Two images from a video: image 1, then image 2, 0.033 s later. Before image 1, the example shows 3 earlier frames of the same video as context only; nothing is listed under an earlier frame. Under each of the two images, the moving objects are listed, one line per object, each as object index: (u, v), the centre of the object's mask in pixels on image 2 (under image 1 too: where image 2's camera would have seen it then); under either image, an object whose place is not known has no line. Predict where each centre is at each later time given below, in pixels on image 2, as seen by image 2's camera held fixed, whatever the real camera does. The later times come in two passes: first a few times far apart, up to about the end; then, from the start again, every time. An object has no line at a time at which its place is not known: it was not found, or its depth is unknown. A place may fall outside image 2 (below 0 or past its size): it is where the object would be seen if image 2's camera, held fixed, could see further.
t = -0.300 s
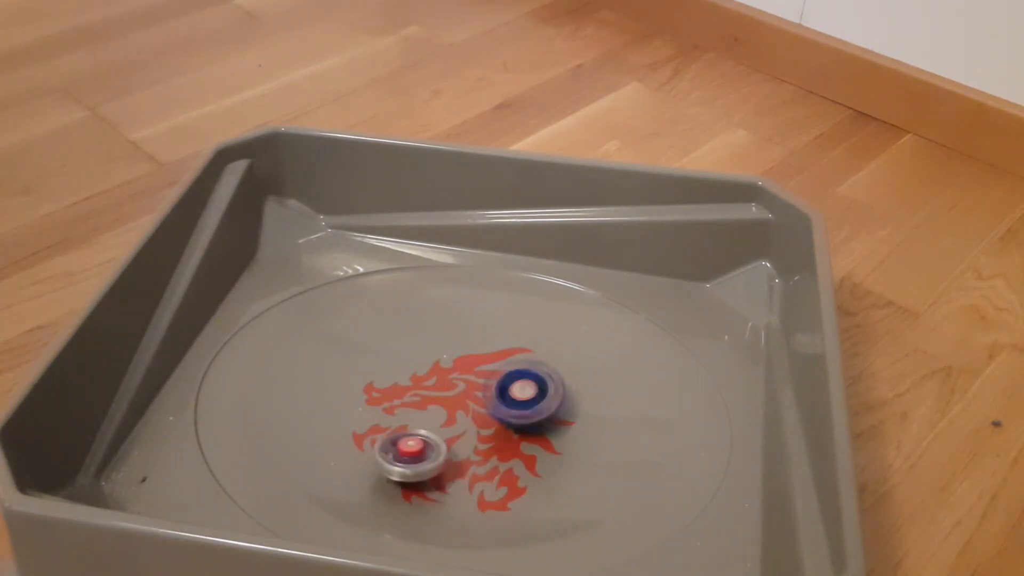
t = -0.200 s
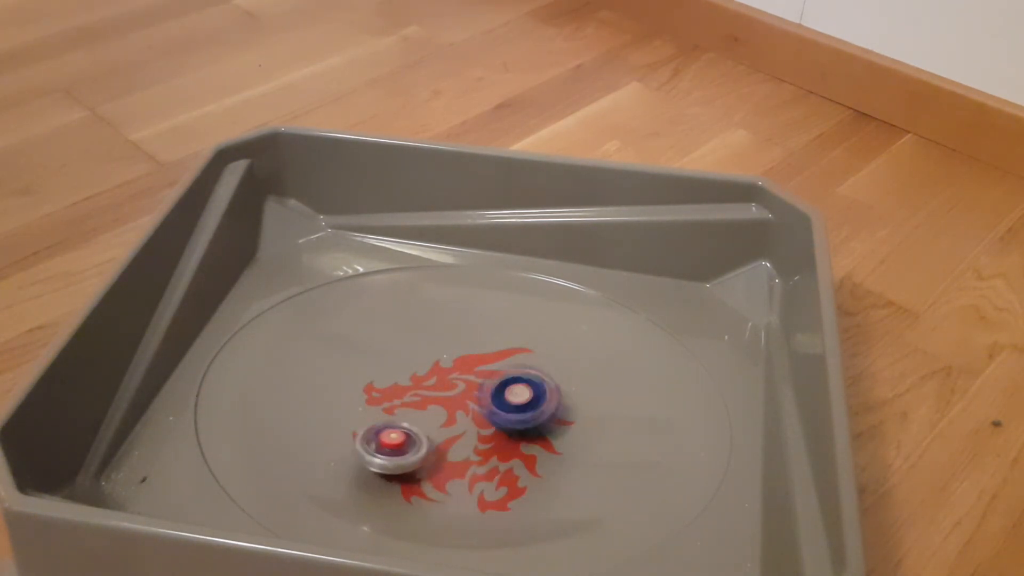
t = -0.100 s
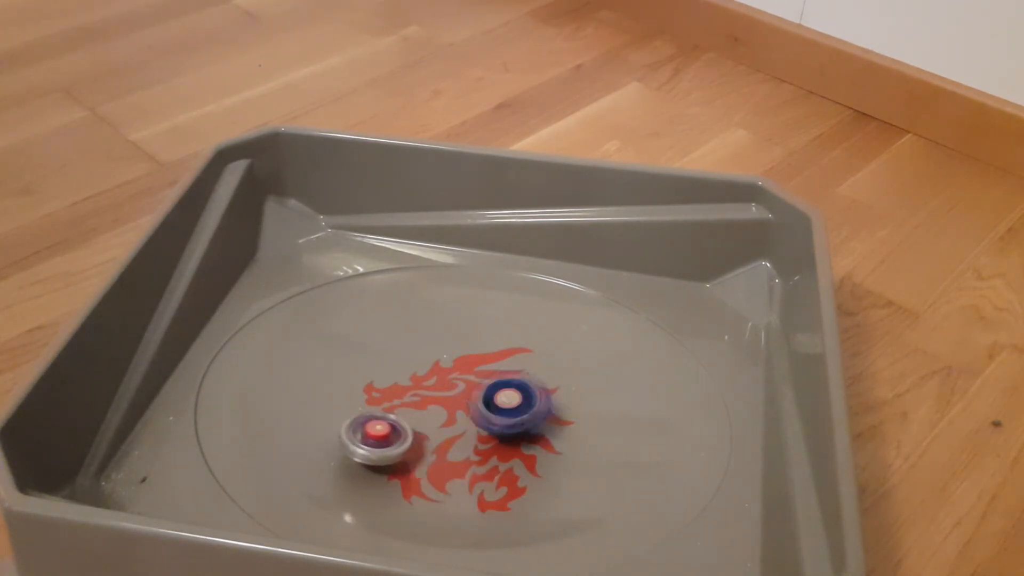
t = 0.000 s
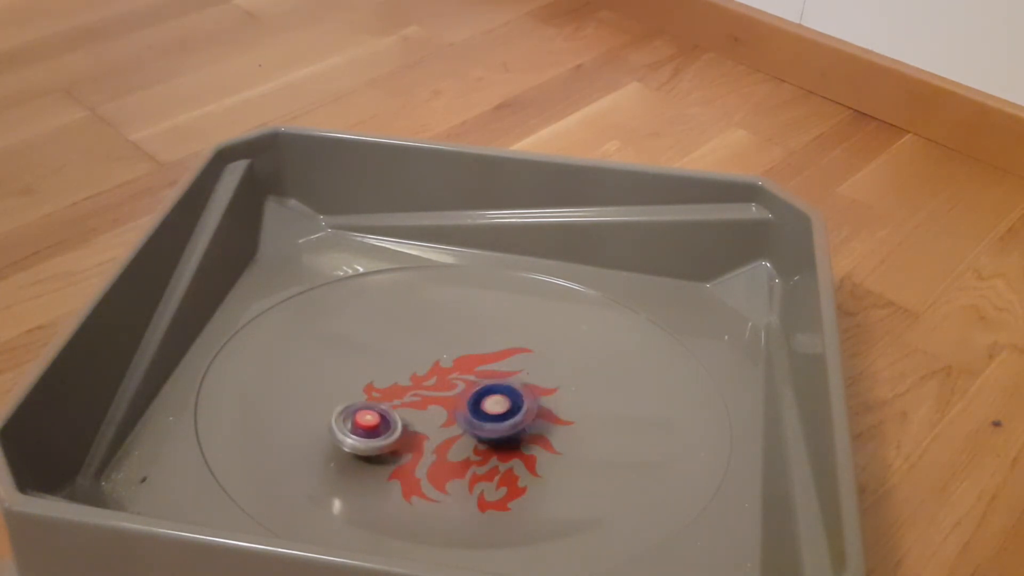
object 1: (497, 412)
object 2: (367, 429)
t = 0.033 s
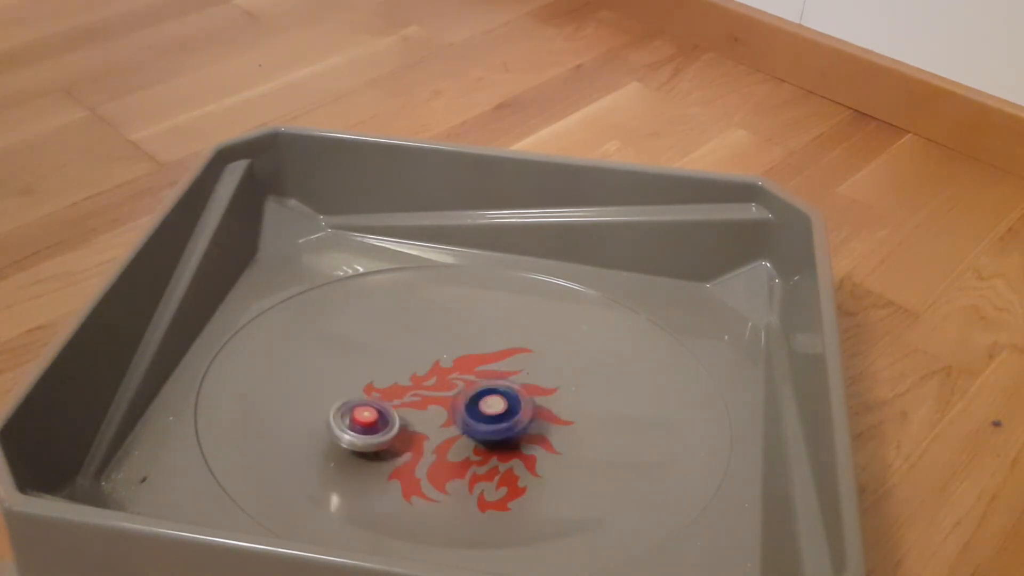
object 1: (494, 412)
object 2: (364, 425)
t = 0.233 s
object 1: (465, 423)
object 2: (361, 400)
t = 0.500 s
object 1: (434, 426)
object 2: (382, 372)
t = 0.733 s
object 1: (415, 417)
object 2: (422, 357)
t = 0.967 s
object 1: (414, 402)
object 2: (463, 358)
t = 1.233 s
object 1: (433, 385)
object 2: (507, 368)
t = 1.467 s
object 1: (457, 378)
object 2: (529, 384)
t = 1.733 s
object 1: (471, 373)
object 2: (538, 410)
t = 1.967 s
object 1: (466, 373)
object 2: (516, 437)
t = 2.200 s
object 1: (462, 385)
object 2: (491, 457)
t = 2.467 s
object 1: (462, 391)
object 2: (448, 465)
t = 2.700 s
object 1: (464, 361)
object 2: (422, 443)
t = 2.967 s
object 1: (443, 357)
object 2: (389, 412)
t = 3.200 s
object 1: (461, 374)
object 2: (377, 393)
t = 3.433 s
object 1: (481, 398)
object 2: (409, 380)
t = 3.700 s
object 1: (474, 424)
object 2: (448, 360)
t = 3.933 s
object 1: (454, 415)
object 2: (484, 361)
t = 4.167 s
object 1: (454, 400)
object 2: (523, 373)
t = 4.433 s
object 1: (453, 411)
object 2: (541, 391)
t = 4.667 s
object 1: (459, 429)
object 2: (531, 418)
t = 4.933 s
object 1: (436, 429)
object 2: (520, 444)
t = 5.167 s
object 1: (430, 419)
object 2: (510, 457)
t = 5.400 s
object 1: (418, 414)
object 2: (472, 460)
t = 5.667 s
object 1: (411, 381)
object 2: (438, 444)
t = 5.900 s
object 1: (450, 350)
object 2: (414, 424)
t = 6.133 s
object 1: (486, 346)
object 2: (411, 396)
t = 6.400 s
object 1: (522, 391)
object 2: (436, 366)
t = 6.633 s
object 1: (537, 405)
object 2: (464, 361)
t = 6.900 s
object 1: (529, 417)
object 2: (503, 370)
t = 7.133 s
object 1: (513, 440)
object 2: (505, 372)
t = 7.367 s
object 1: (510, 449)
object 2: (504, 387)
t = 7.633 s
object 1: (507, 449)
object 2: (501, 391)
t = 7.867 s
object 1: (506, 448)
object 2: (481, 393)
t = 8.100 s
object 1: (504, 444)
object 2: (460, 392)
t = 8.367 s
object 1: (502, 441)
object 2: (440, 396)
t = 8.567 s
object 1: (503, 441)
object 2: (433, 402)
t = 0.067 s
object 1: (489, 413)
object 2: (362, 421)
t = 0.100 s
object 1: (485, 415)
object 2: (361, 417)
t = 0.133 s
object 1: (481, 418)
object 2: (360, 413)
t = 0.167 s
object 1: (477, 420)
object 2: (360, 409)
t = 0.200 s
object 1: (473, 422)
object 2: (361, 404)
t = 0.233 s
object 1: (465, 423)
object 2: (361, 400)
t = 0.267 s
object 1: (460, 423)
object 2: (362, 396)
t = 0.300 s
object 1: (455, 425)
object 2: (363, 392)
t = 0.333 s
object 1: (452, 425)
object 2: (364, 388)
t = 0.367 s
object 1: (447, 424)
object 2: (367, 384)
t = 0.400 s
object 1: (442, 425)
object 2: (370, 381)
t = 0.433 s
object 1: (440, 425)
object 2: (374, 378)
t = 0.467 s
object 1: (437, 426)
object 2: (378, 375)
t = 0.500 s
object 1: (434, 426)
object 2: (382, 372)
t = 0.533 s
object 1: (431, 425)
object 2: (387, 369)
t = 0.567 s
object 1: (429, 425)
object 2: (392, 366)
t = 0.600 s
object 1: (423, 422)
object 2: (398, 364)
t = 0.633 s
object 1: (420, 421)
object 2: (404, 361)
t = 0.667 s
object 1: (419, 420)
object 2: (409, 360)
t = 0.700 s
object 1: (417, 419)
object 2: (416, 358)
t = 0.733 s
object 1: (415, 417)
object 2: (422, 357)
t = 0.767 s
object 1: (413, 415)
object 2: (428, 356)
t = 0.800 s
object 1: (412, 412)
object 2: (434, 356)
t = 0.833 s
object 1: (410, 410)
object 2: (440, 356)
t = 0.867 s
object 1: (412, 408)
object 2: (445, 356)
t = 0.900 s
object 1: (411, 407)
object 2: (452, 357)
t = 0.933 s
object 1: (413, 404)
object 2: (457, 358)
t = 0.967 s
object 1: (414, 402)
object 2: (463, 358)
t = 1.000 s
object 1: (415, 400)
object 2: (469, 359)
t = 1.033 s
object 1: (418, 398)
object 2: (476, 360)
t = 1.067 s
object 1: (420, 395)
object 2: (483, 362)
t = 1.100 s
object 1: (423, 393)
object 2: (492, 364)
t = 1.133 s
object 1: (425, 391)
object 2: (494, 364)
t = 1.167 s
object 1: (428, 388)
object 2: (498, 364)
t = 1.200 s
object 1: (429, 387)
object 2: (502, 366)
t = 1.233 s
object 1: (433, 385)
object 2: (507, 368)
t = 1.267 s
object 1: (437, 384)
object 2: (511, 370)
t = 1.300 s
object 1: (439, 382)
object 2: (514, 371)
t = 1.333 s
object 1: (443, 381)
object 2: (517, 374)
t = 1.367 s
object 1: (446, 379)
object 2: (521, 376)
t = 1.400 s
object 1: (450, 379)
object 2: (524, 379)
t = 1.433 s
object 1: (454, 378)
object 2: (526, 381)
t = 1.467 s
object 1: (457, 378)
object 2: (529, 384)
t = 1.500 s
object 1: (461, 377)
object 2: (531, 387)
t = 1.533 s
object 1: (464, 377)
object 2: (532, 391)
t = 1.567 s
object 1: (467, 376)
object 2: (535, 394)
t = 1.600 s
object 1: (470, 375)
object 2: (537, 398)
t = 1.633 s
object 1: (471, 374)
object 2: (538, 401)
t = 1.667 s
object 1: (472, 374)
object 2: (539, 404)
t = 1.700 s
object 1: (471, 373)
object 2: (538, 407)
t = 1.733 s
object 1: (471, 373)
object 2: (538, 410)
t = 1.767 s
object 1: (472, 373)
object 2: (536, 413)
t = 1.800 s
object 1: (472, 372)
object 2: (533, 417)
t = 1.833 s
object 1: (472, 373)
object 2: (530, 420)
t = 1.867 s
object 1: (469, 372)
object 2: (527, 424)
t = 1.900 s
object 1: (467, 372)
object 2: (524, 428)
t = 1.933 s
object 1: (468, 373)
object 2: (520, 432)
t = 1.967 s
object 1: (466, 373)
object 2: (516, 437)
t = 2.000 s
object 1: (466, 374)
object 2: (512, 442)
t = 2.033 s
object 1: (465, 376)
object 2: (509, 447)
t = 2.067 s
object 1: (465, 377)
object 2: (505, 450)
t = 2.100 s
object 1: (463, 379)
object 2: (502, 453)
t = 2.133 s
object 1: (464, 380)
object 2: (498, 455)
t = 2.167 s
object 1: (463, 383)
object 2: (495, 457)
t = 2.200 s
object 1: (462, 385)
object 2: (491, 457)
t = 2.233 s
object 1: (461, 387)
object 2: (488, 458)
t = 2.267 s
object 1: (461, 389)
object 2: (484, 458)
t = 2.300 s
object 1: (459, 392)
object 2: (481, 458)
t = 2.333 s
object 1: (460, 394)
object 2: (476, 458)
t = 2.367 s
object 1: (458, 395)
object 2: (471, 458)
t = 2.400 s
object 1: (458, 396)
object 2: (464, 460)
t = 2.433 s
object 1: (462, 397)
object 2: (455, 463)
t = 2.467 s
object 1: (462, 391)
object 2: (448, 465)
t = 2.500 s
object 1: (463, 387)
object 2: (443, 465)
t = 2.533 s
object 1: (465, 383)
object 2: (439, 463)
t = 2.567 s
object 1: (467, 379)
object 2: (438, 460)
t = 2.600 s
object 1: (467, 375)
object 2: (435, 456)
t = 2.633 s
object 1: (466, 370)
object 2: (432, 452)
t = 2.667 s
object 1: (466, 365)
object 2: (428, 447)
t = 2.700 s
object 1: (464, 361)
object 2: (422, 443)
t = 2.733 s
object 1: (463, 357)
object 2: (417, 442)
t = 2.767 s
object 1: (460, 355)
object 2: (412, 437)
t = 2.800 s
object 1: (459, 353)
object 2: (406, 432)
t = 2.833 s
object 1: (456, 352)
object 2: (401, 428)
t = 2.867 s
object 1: (452, 351)
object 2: (397, 423)
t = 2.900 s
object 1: (447, 352)
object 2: (394, 418)
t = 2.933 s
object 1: (445, 355)
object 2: (391, 415)
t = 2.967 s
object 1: (443, 357)
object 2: (389, 412)
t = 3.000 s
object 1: (443, 359)
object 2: (387, 409)
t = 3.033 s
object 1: (441, 362)
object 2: (386, 406)
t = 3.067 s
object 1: (442, 364)
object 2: (386, 403)
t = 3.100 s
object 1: (445, 368)
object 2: (383, 399)
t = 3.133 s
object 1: (449, 370)
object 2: (379, 397)
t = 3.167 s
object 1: (454, 372)
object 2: (377, 394)
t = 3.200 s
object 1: (461, 374)
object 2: (377, 393)
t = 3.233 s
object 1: (464, 377)
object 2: (379, 391)
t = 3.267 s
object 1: (467, 380)
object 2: (383, 389)
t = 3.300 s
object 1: (471, 382)
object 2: (387, 386)
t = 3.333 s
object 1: (473, 384)
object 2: (392, 385)
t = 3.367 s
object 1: (478, 390)
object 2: (398, 384)
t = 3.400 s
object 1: (479, 394)
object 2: (404, 382)
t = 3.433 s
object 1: (481, 398)
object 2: (409, 380)
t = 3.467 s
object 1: (482, 403)
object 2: (415, 377)
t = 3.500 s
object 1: (482, 408)
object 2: (420, 373)
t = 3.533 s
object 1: (481, 413)
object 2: (425, 368)
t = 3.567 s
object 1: (482, 415)
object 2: (430, 366)
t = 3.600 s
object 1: (481, 419)
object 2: (434, 364)
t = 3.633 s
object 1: (480, 422)
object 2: (439, 364)
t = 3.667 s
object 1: (478, 423)
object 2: (443, 362)
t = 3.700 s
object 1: (474, 424)
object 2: (448, 360)
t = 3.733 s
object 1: (472, 424)
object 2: (453, 360)
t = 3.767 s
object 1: (467, 425)
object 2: (457, 360)
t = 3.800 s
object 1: (463, 424)
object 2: (462, 360)
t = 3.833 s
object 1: (459, 422)
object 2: (468, 360)
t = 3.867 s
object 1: (458, 421)
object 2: (473, 360)
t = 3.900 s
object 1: (457, 418)
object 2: (478, 359)
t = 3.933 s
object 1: (454, 415)
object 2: (484, 361)
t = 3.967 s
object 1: (455, 412)
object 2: (489, 364)
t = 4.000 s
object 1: (454, 410)
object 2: (493, 364)
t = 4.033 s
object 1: (455, 406)
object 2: (497, 365)
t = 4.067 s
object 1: (455, 404)
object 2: (502, 366)
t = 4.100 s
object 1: (457, 402)
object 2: (506, 368)
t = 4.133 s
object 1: (460, 400)
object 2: (512, 370)
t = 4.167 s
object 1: (454, 400)
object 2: (523, 373)
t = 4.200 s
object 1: (450, 400)
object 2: (529, 373)
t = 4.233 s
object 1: (446, 400)
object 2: (532, 374)
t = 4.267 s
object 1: (446, 400)
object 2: (535, 377)
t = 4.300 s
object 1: (448, 401)
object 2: (538, 380)
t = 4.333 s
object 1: (450, 400)
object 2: (541, 383)
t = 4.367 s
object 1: (451, 404)
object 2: (541, 385)
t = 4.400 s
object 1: (452, 408)
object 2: (541, 388)
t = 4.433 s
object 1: (453, 411)
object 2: (541, 391)
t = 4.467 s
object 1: (455, 414)
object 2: (541, 395)
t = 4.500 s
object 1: (456, 416)
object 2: (542, 398)
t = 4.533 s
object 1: (456, 417)
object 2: (539, 402)
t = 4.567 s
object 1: (459, 423)
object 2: (538, 407)
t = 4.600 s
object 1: (459, 426)
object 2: (536, 411)
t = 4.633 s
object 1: (459, 427)
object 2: (534, 414)
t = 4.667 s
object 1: (459, 429)
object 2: (531, 418)
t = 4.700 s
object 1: (458, 430)
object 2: (528, 422)
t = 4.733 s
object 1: (458, 431)
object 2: (527, 427)
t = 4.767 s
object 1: (453, 435)
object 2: (530, 430)
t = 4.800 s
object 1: (441, 433)
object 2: (532, 433)
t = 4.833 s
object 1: (438, 434)
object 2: (530, 438)
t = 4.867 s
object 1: (436, 433)
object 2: (529, 441)
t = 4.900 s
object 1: (436, 432)
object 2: (524, 443)
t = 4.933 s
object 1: (436, 429)
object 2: (520, 444)
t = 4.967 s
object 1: (439, 428)
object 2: (515, 447)
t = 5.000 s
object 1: (435, 425)
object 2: (517, 451)
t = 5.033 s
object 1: (430, 423)
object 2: (518, 454)
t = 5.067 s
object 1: (428, 420)
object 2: (518, 457)
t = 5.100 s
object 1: (422, 415)
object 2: (517, 458)
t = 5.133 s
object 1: (424, 415)
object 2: (514, 458)
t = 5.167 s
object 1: (430, 419)
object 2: (510, 457)
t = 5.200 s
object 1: (424, 419)
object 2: (505, 456)
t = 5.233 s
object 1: (421, 421)
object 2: (500, 455)
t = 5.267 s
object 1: (420, 422)
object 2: (495, 452)
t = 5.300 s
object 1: (421, 422)
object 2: (487, 451)
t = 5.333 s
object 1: (421, 422)
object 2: (481, 451)
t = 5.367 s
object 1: (420, 419)
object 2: (476, 452)
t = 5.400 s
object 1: (418, 414)
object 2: (472, 460)
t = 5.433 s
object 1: (417, 405)
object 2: (469, 465)
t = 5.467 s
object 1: (415, 401)
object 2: (466, 465)
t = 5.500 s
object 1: (414, 398)
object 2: (462, 464)
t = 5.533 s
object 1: (411, 394)
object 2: (459, 461)
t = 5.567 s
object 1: (409, 391)
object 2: (454, 456)
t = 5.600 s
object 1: (410, 389)
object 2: (449, 453)
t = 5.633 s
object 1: (410, 385)
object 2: (444, 449)
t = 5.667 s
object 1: (411, 381)
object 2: (438, 444)
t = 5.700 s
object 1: (414, 378)
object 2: (435, 442)
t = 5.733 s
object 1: (416, 374)
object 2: (436, 437)
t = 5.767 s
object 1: (421, 370)
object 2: (425, 434)
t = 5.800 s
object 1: (427, 366)
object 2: (422, 434)
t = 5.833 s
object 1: (435, 359)
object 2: (420, 431)
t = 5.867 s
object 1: (442, 355)
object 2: (416, 428)
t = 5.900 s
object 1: (450, 350)
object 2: (414, 424)
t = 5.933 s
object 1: (457, 346)
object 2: (412, 420)
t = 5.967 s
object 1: (464, 343)
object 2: (410, 417)
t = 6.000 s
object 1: (470, 341)
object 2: (410, 411)
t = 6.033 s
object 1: (472, 341)
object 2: (410, 408)
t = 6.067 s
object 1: (477, 342)
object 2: (410, 404)
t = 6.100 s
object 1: (481, 343)
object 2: (411, 399)
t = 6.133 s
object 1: (486, 346)
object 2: (411, 396)
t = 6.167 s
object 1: (490, 350)
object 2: (413, 391)
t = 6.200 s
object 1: (494, 355)
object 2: (414, 386)
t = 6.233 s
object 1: (499, 363)
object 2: (416, 383)
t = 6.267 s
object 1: (503, 368)
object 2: (419, 377)
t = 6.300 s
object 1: (508, 374)
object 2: (422, 374)
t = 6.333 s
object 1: (514, 381)
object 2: (426, 370)
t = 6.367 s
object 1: (517, 385)
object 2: (430, 366)
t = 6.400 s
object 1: (522, 391)
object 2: (436, 366)
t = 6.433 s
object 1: (526, 394)
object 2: (440, 363)
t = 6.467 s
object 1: (529, 399)
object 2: (443, 362)
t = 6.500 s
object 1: (531, 404)
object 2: (448, 361)
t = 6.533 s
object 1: (532, 406)
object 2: (452, 360)
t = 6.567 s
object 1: (534, 407)
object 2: (456, 361)
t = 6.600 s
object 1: (536, 406)
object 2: (461, 361)
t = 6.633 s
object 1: (537, 405)
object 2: (464, 361)
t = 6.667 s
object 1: (539, 407)
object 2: (470, 362)
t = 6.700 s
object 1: (540, 409)
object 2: (475, 362)
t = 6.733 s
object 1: (540, 410)
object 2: (481, 365)
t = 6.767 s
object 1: (540, 412)
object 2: (486, 365)
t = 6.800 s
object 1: (539, 413)
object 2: (490, 367)
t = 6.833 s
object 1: (537, 414)
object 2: (495, 368)
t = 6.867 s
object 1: (533, 416)
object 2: (499, 369)
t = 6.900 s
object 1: (529, 417)
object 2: (503, 370)
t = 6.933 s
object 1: (526, 422)
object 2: (506, 366)
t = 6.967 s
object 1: (523, 426)
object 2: (507, 366)
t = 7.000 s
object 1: (519, 429)
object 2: (508, 365)
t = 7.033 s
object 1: (515, 432)
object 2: (507, 367)
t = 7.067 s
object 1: (514, 434)
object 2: (507, 367)
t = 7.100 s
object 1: (513, 438)
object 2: (505, 370)
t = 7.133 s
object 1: (513, 440)
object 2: (505, 372)
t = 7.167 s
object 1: (513, 443)
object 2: (504, 374)
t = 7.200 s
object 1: (512, 443)
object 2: (504, 377)
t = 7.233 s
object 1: (511, 444)
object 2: (505, 380)
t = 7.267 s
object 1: (512, 444)
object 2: (504, 383)
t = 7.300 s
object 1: (511, 444)
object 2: (504, 384)
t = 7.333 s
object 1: (511, 447)
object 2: (502, 387)
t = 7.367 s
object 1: (510, 449)
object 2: (504, 387)
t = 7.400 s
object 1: (509, 449)
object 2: (504, 388)
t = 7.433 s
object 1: (508, 448)
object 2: (504, 389)
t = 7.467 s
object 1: (506, 448)
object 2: (503, 390)
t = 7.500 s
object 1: (506, 449)
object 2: (505, 389)
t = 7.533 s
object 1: (506, 449)
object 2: (504, 390)
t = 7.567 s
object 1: (506, 448)
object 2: (504, 390)
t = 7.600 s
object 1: (507, 449)
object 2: (502, 390)
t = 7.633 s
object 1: (507, 449)
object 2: (501, 391)
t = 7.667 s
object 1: (508, 449)
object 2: (498, 392)
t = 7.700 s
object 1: (508, 448)
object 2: (496, 392)
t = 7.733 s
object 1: (508, 449)
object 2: (493, 393)
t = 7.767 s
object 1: (508, 450)
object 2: (490, 392)
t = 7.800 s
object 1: (507, 449)
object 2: (487, 393)
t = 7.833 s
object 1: (506, 449)
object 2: (484, 392)
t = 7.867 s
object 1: (506, 448)
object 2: (481, 393)
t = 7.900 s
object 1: (504, 446)
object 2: (478, 393)
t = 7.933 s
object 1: (503, 445)
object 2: (474, 393)
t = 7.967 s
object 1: (504, 447)
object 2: (472, 392)
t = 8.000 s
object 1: (503, 447)
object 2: (469, 392)
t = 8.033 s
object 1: (503, 446)
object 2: (466, 392)
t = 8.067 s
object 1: (504, 445)
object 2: (464, 392)
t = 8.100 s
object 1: (504, 444)
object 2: (460, 392)
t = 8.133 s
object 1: (505, 441)
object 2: (458, 392)
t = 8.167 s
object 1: (505, 441)
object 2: (454, 392)
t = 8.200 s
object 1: (504, 440)
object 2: (452, 392)
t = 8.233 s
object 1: (504, 440)
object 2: (449, 393)
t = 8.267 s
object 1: (504, 440)
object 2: (447, 393)
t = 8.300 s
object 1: (503, 440)
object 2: (445, 395)
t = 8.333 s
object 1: (503, 441)
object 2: (443, 396)
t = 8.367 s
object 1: (502, 441)
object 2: (440, 396)
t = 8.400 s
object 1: (502, 441)
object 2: (439, 397)
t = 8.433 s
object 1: (502, 441)
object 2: (437, 398)
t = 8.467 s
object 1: (502, 441)
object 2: (436, 399)
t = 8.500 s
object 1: (502, 441)
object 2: (435, 401)
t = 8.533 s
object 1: (503, 440)
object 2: (434, 401)
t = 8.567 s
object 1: (503, 441)
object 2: (433, 402)
